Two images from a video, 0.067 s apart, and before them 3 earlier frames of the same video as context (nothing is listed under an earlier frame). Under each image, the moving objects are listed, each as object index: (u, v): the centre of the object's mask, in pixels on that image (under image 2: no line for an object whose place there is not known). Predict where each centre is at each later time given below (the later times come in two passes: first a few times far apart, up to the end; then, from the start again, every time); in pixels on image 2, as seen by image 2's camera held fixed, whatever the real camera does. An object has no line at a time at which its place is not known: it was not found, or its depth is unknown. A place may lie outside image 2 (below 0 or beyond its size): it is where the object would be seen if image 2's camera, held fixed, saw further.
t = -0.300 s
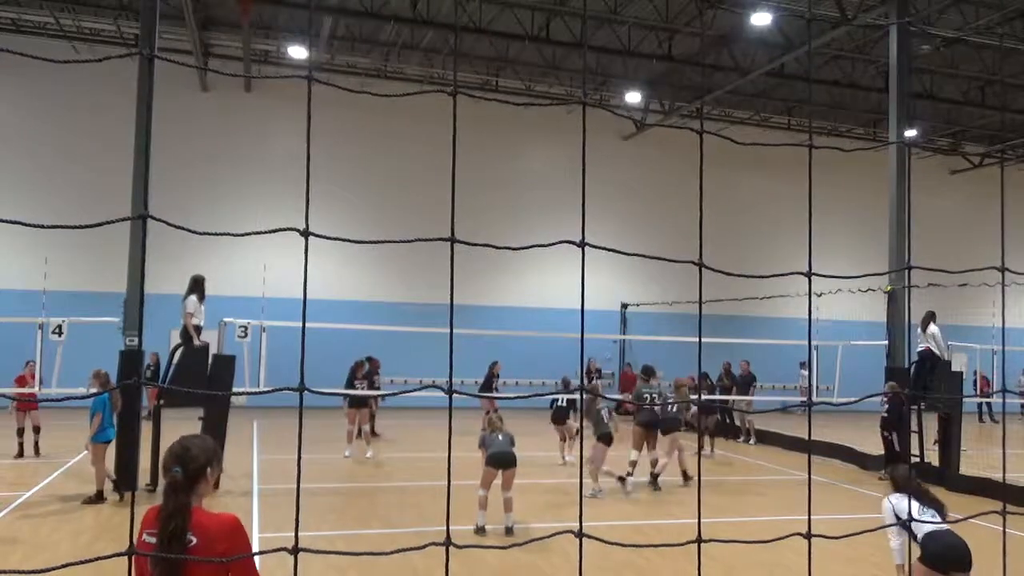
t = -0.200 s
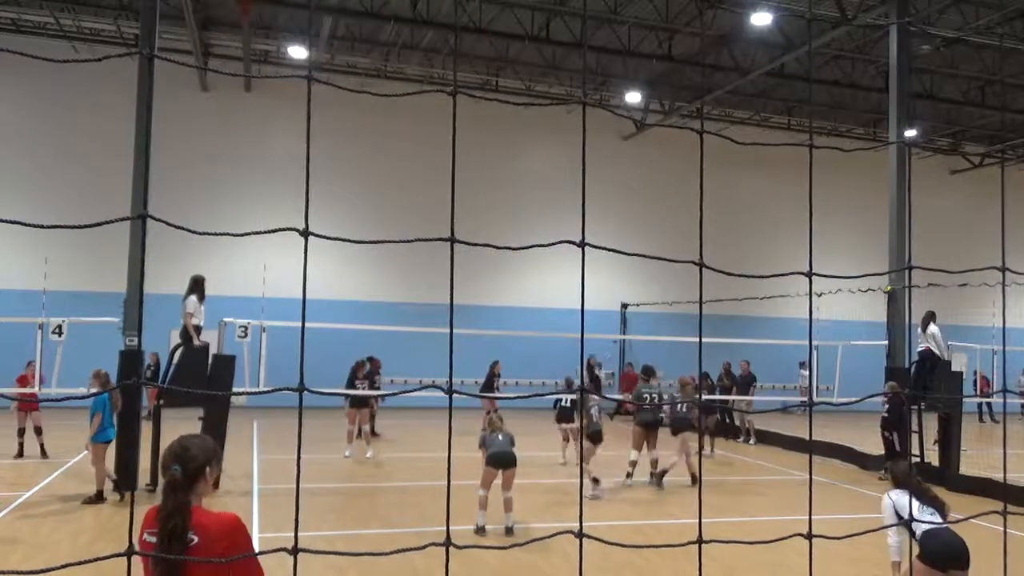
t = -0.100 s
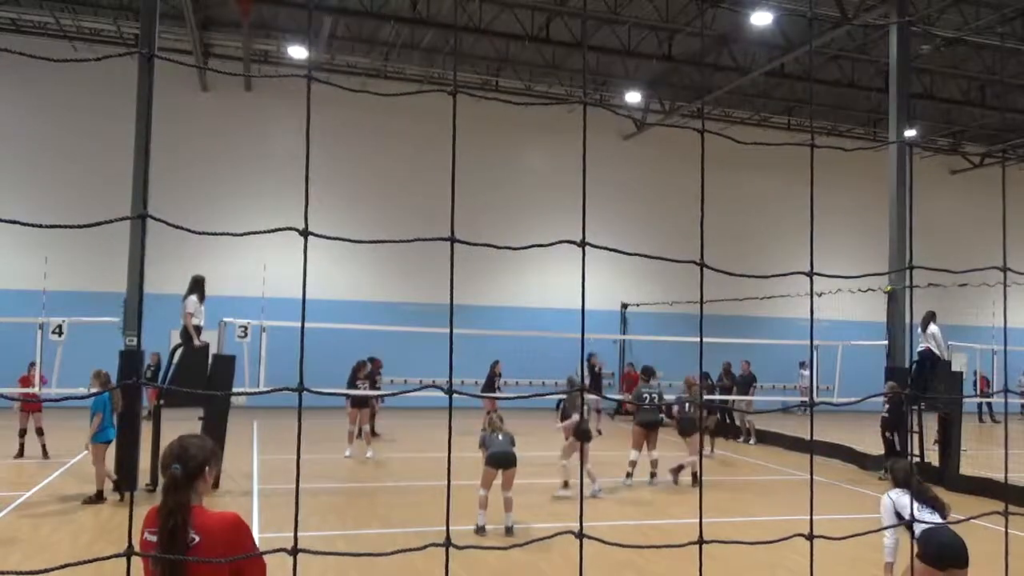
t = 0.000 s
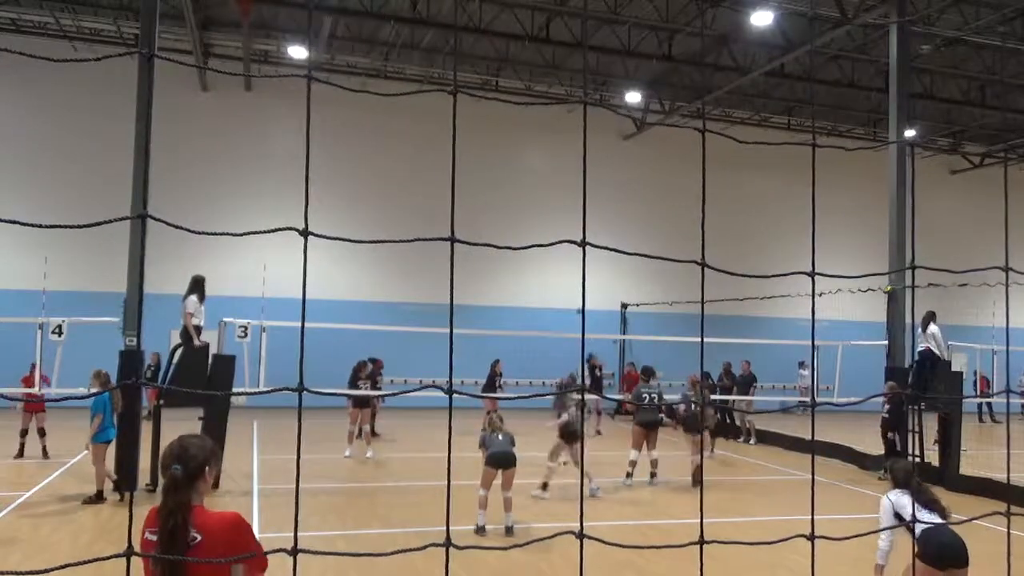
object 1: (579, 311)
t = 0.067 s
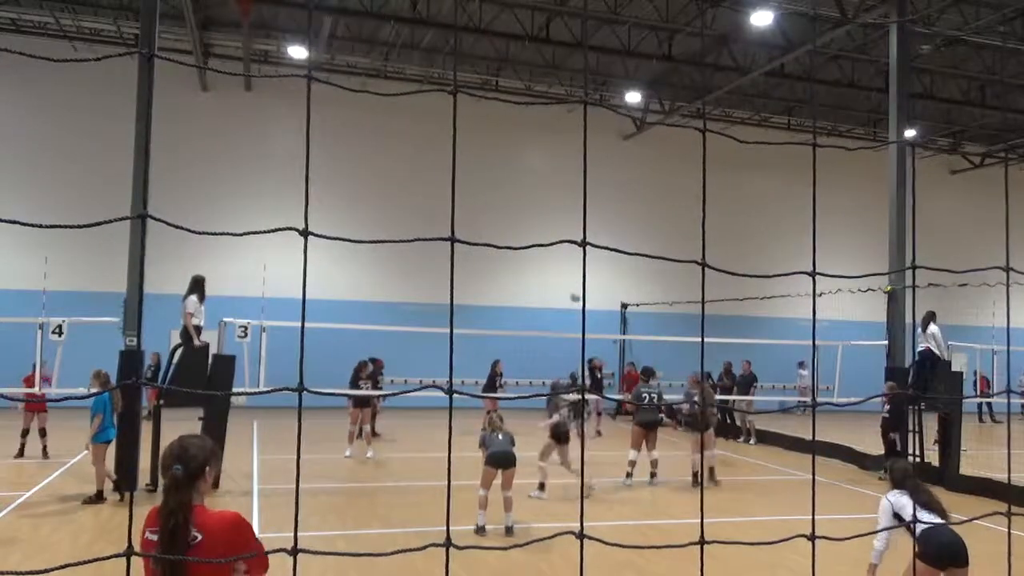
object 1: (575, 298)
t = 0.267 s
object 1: (557, 270)
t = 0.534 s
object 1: (533, 263)
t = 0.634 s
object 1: (524, 267)
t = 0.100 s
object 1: (571, 292)
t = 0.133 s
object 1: (569, 286)
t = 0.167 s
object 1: (567, 281)
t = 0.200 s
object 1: (564, 277)
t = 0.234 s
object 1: (561, 274)
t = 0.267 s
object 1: (557, 270)
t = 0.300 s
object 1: (555, 267)
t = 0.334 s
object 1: (551, 265)
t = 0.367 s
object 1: (549, 264)
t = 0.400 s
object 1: (546, 262)
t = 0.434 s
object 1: (543, 262)
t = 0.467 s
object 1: (540, 261)
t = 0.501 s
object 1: (537, 262)
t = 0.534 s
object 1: (533, 263)
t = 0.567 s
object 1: (530, 263)
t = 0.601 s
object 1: (527, 265)
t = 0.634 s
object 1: (524, 267)
